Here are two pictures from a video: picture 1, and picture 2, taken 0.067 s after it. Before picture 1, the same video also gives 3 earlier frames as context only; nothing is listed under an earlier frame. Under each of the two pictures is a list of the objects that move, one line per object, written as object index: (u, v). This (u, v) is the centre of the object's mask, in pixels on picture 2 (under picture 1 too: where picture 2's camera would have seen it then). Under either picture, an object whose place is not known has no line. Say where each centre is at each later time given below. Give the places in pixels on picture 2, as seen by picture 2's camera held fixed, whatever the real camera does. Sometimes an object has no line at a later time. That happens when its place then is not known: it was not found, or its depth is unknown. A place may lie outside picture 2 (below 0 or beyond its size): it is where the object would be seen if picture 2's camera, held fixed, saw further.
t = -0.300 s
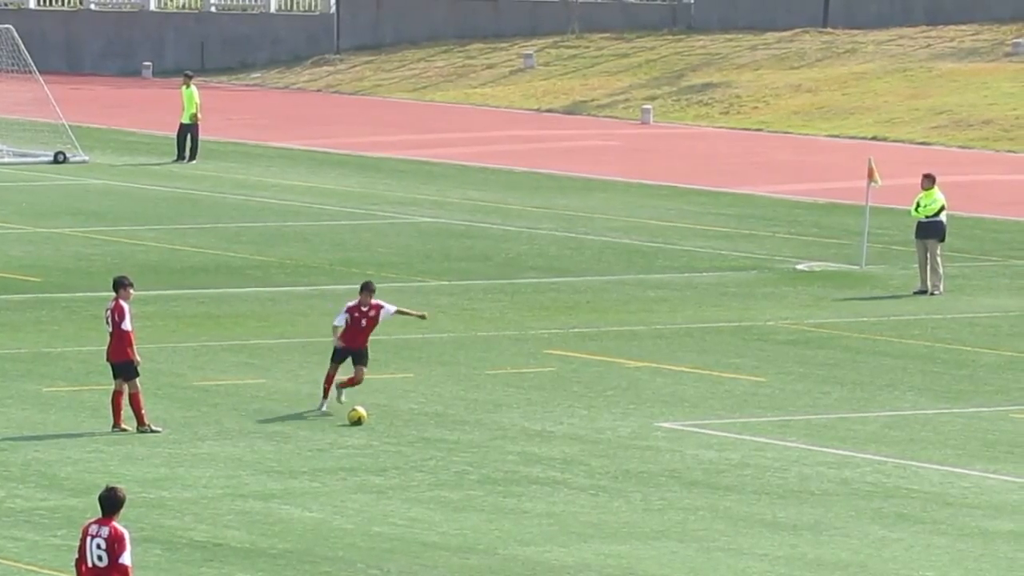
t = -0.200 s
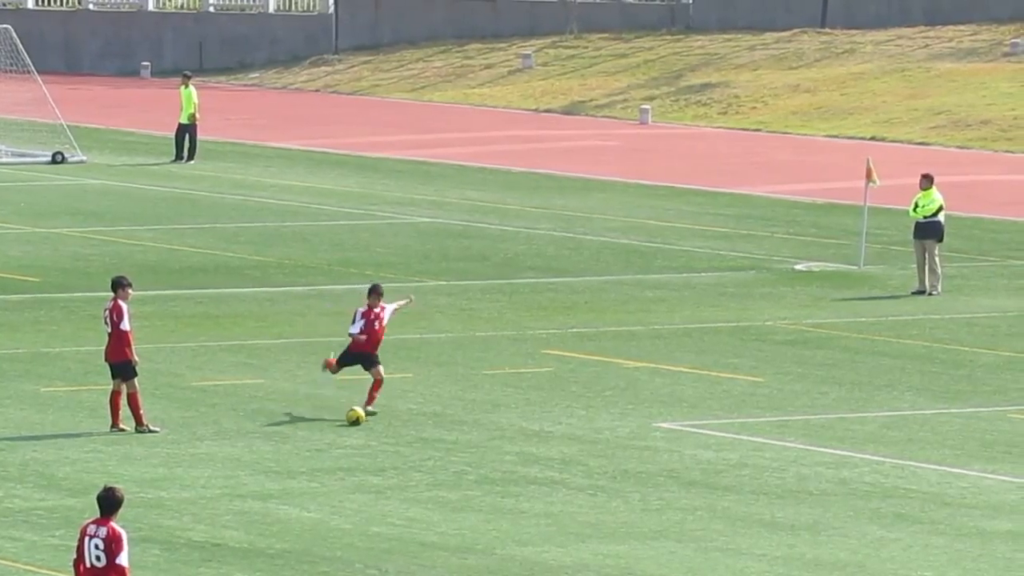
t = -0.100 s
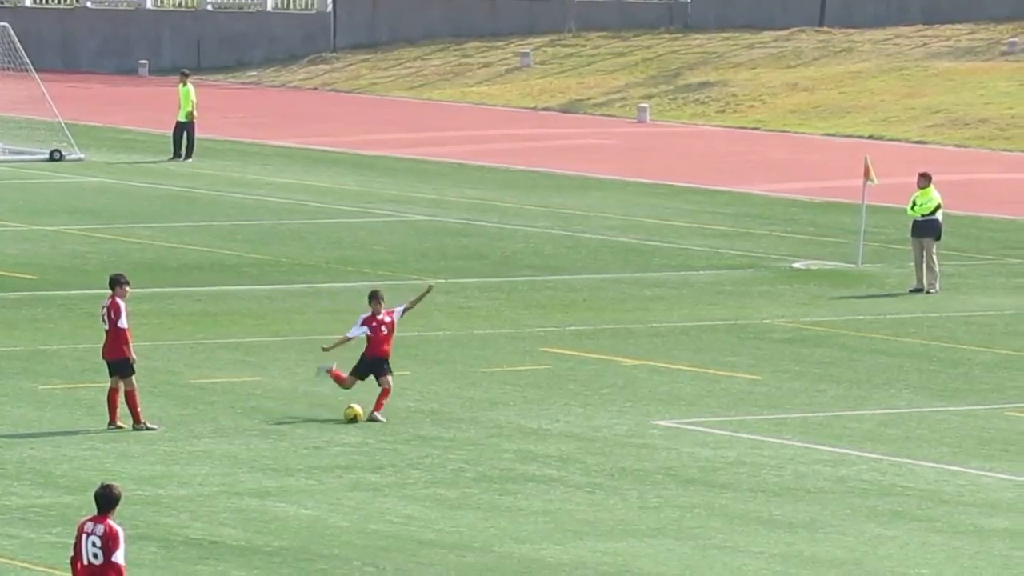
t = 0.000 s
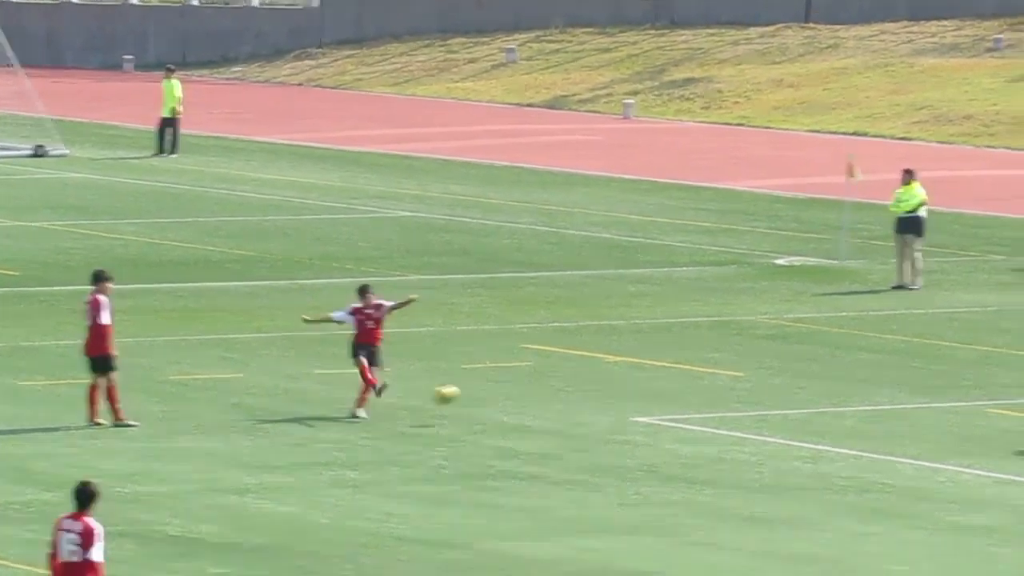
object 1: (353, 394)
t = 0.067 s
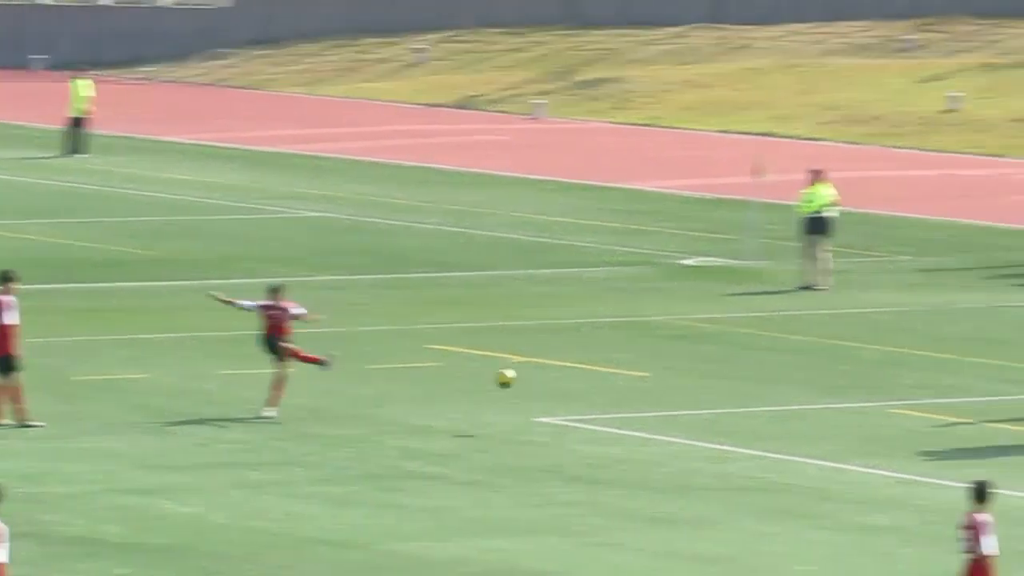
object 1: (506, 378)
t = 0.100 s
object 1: (584, 372)
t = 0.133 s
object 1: (661, 366)
